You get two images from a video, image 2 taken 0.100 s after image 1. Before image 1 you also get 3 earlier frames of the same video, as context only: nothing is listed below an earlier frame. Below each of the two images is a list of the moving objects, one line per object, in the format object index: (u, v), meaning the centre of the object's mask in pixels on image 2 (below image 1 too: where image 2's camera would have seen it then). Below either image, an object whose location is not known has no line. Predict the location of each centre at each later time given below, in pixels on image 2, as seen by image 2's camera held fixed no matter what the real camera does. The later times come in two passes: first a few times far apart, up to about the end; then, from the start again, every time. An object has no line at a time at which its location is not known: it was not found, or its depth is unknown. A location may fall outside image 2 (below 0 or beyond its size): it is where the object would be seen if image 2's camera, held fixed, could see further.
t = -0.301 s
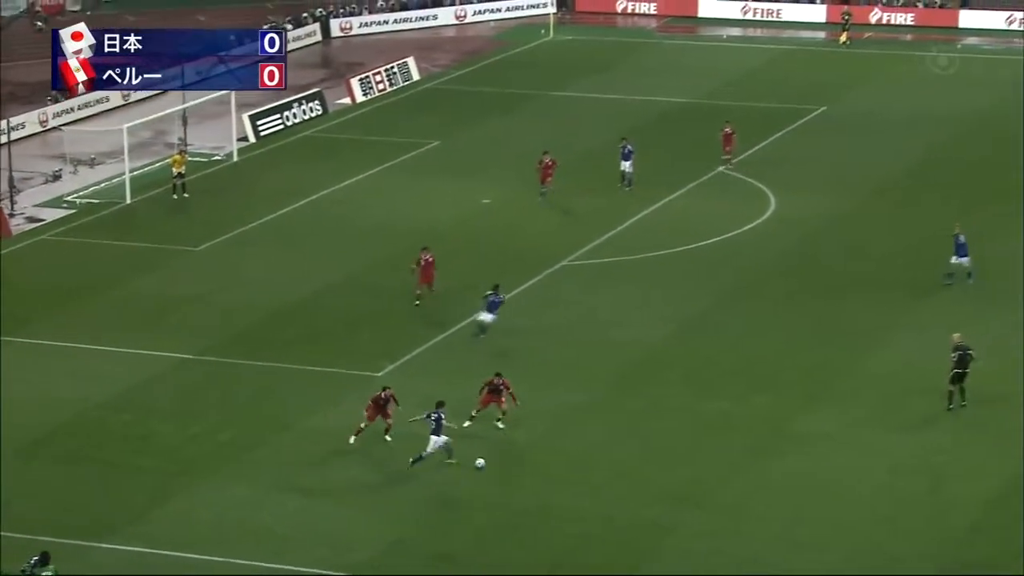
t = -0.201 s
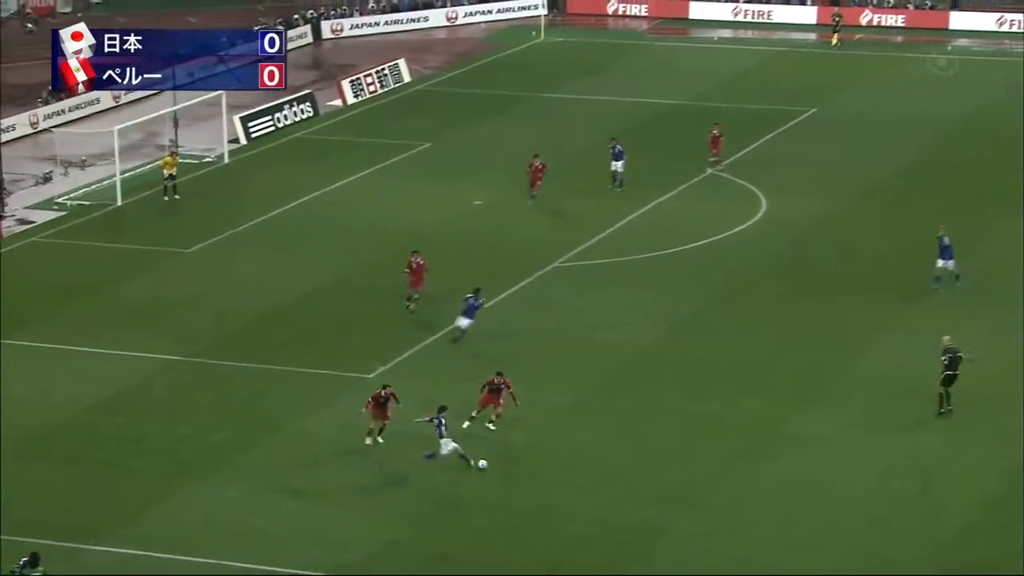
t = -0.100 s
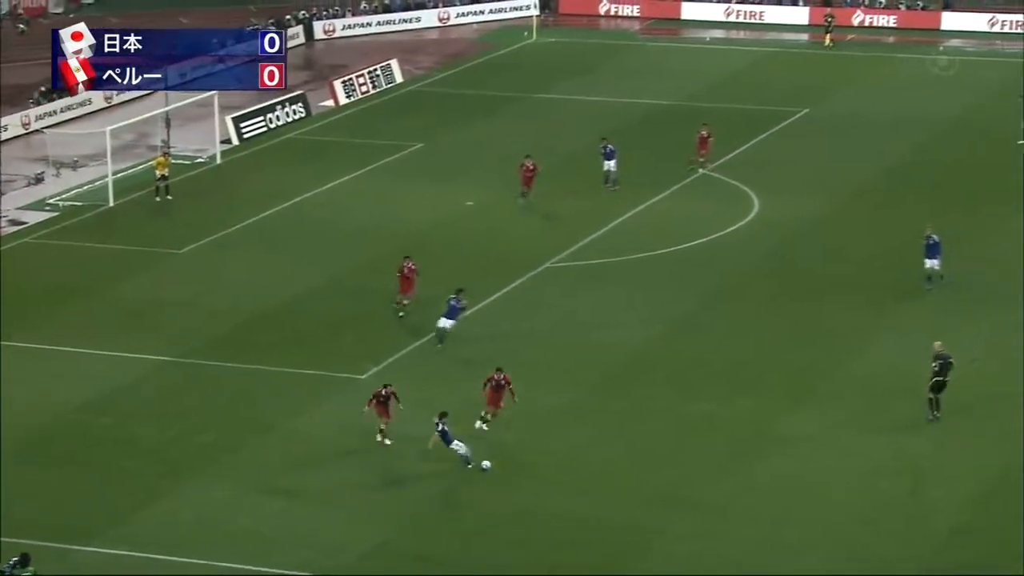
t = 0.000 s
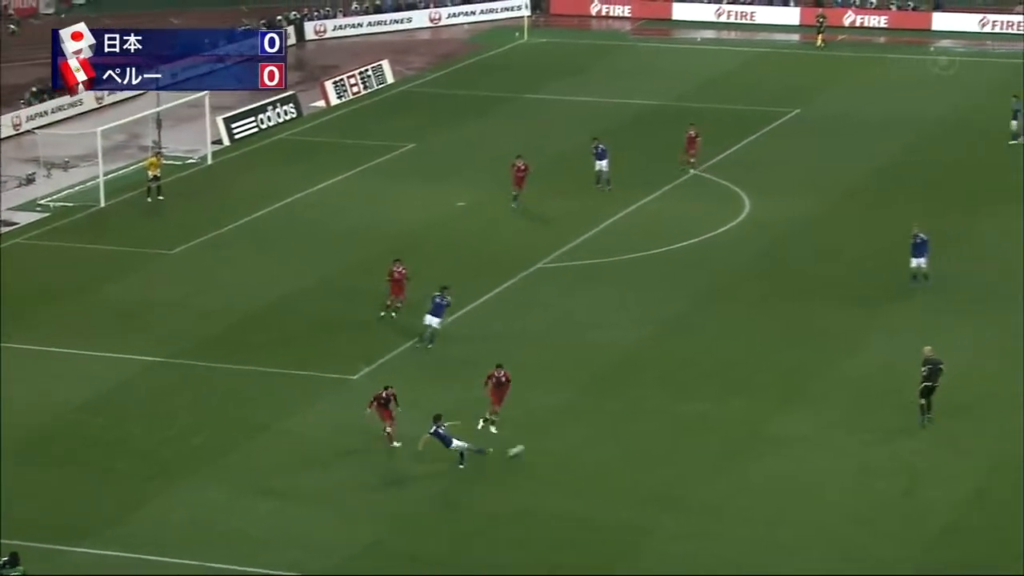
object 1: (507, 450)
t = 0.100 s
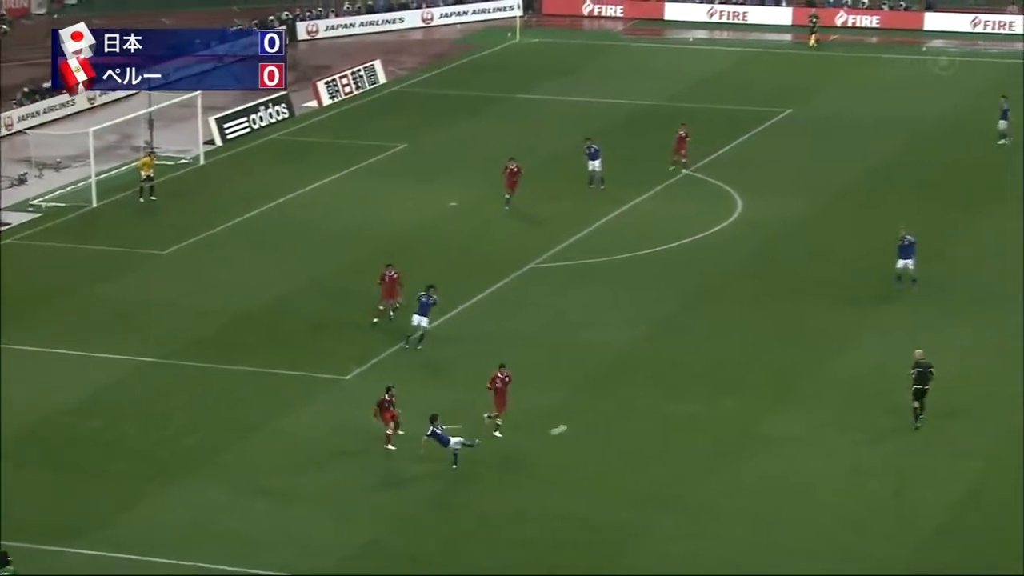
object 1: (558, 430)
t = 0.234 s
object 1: (617, 403)
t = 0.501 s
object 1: (713, 363)
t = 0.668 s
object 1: (764, 346)
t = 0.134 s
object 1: (573, 422)
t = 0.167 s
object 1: (588, 415)
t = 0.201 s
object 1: (603, 409)
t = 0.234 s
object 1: (617, 403)
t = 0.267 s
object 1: (631, 399)
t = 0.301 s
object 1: (645, 395)
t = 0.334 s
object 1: (656, 388)
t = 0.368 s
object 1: (668, 383)
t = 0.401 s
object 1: (680, 376)
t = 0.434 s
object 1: (692, 372)
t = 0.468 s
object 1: (702, 367)
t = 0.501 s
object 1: (713, 363)
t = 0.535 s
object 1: (725, 360)
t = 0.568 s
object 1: (735, 358)
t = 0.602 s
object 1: (746, 355)
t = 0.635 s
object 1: (755, 351)
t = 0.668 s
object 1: (764, 346)
